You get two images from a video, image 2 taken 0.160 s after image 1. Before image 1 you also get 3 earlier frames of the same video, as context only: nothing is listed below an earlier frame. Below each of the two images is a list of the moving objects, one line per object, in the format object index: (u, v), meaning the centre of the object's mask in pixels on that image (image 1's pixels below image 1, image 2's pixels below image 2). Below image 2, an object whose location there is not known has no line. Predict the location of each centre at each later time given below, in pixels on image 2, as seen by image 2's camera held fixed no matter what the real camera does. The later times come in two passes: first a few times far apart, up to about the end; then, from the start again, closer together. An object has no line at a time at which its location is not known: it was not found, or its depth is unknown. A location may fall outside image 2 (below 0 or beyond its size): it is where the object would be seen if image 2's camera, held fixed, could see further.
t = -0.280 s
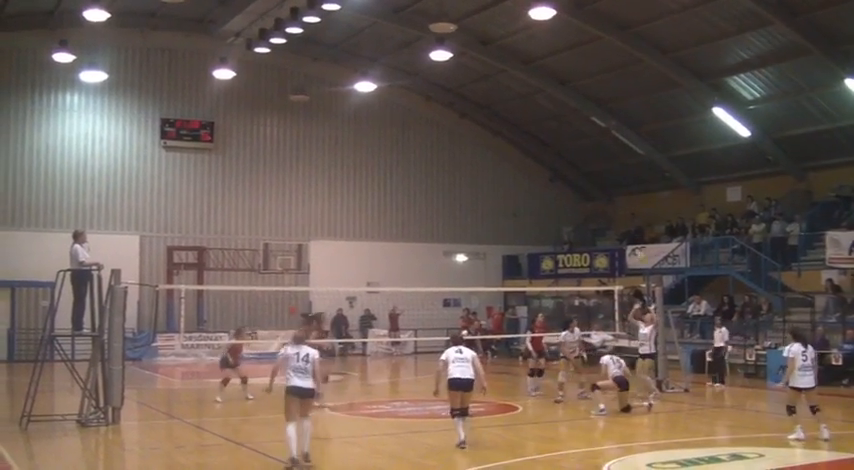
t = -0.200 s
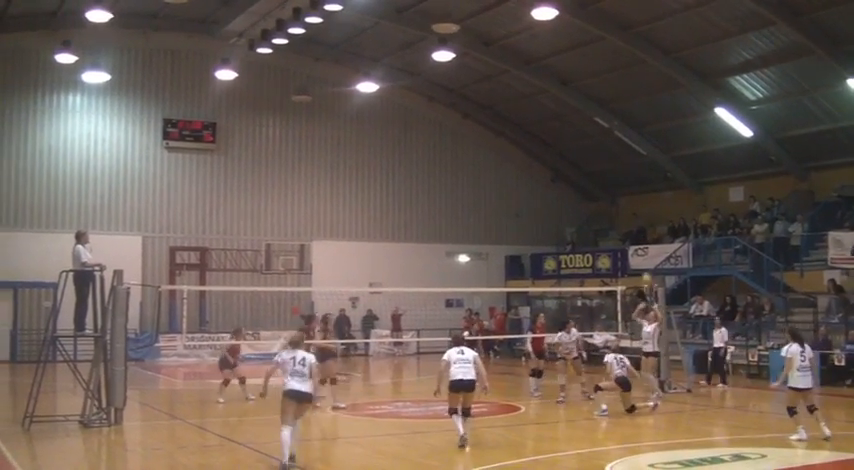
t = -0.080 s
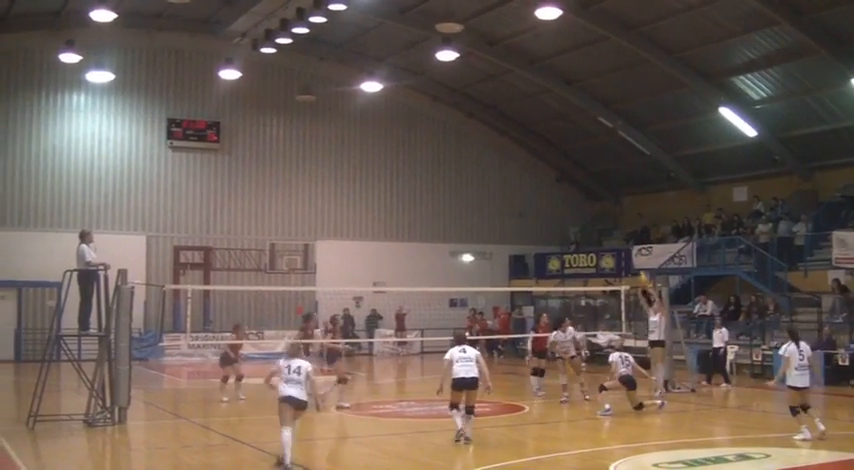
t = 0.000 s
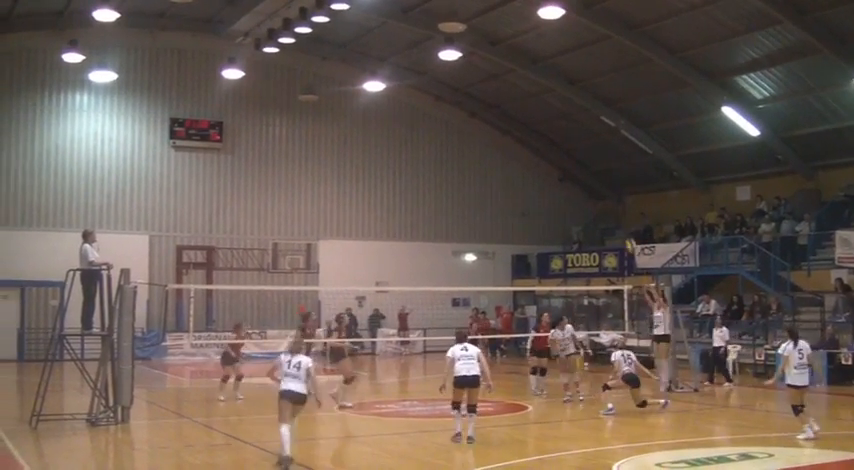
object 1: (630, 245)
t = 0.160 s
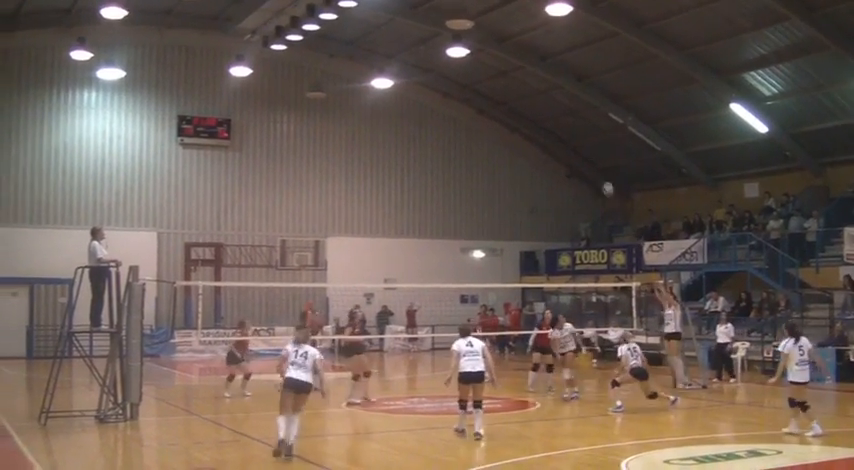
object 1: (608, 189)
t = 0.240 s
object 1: (592, 167)
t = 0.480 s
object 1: (544, 120)
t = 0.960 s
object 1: (441, 120)
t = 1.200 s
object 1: (389, 167)
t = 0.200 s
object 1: (600, 177)
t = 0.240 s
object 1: (592, 167)
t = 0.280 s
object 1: (584, 157)
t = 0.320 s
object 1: (576, 147)
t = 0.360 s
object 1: (568, 140)
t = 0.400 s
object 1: (560, 132)
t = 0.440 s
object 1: (551, 125)
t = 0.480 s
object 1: (544, 120)
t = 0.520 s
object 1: (536, 115)
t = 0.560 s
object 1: (527, 111)
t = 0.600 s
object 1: (519, 108)
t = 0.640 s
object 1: (510, 106)
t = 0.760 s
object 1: (485, 104)
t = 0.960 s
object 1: (441, 120)
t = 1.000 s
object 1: (433, 124)
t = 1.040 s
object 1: (425, 131)
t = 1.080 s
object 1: (417, 139)
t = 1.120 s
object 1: (408, 147)
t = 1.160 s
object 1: (399, 156)
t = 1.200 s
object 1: (389, 167)
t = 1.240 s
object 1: (380, 179)
